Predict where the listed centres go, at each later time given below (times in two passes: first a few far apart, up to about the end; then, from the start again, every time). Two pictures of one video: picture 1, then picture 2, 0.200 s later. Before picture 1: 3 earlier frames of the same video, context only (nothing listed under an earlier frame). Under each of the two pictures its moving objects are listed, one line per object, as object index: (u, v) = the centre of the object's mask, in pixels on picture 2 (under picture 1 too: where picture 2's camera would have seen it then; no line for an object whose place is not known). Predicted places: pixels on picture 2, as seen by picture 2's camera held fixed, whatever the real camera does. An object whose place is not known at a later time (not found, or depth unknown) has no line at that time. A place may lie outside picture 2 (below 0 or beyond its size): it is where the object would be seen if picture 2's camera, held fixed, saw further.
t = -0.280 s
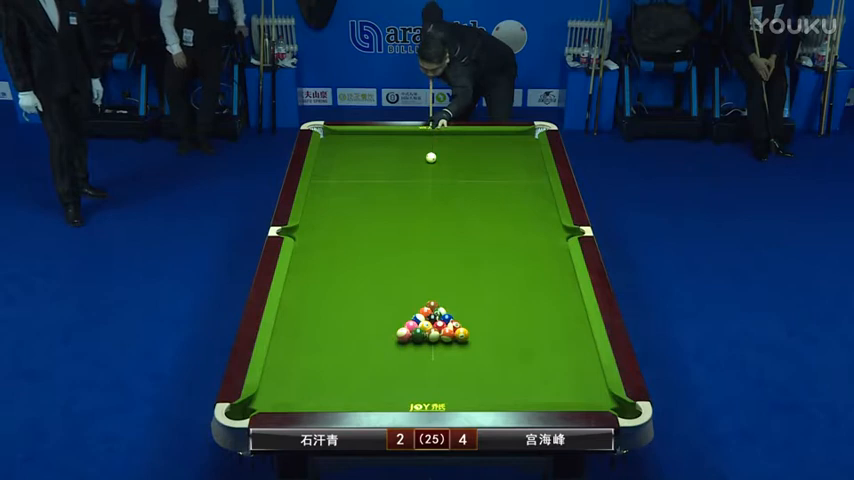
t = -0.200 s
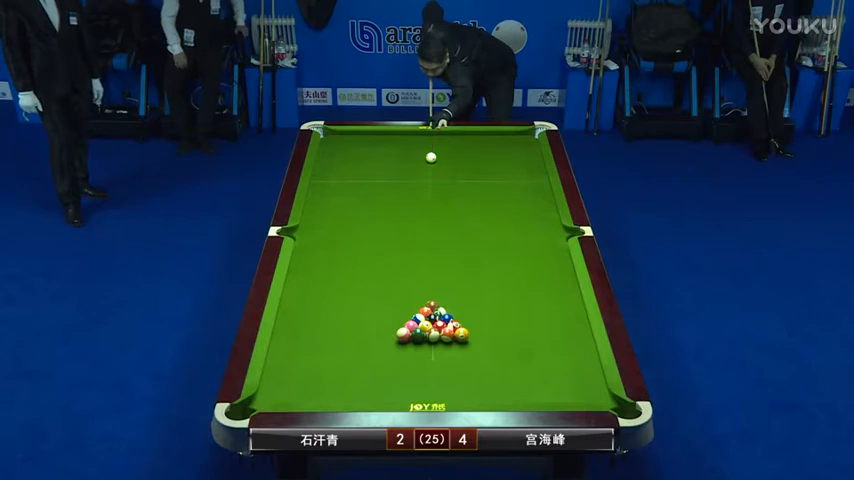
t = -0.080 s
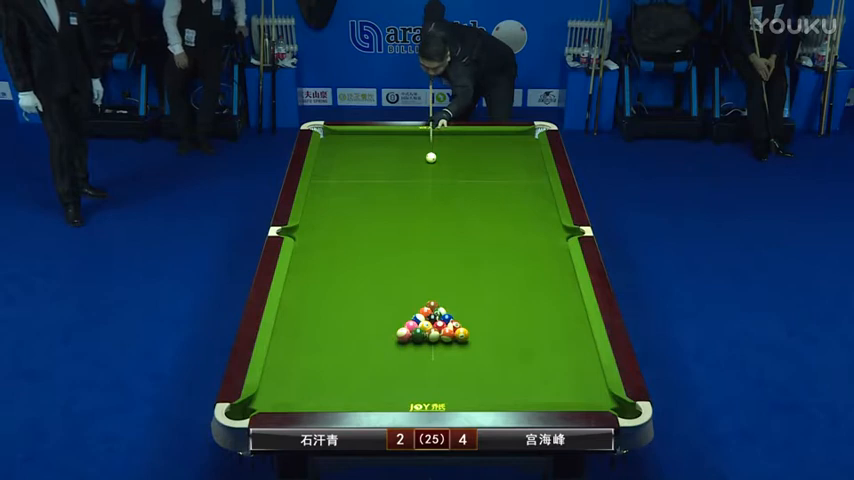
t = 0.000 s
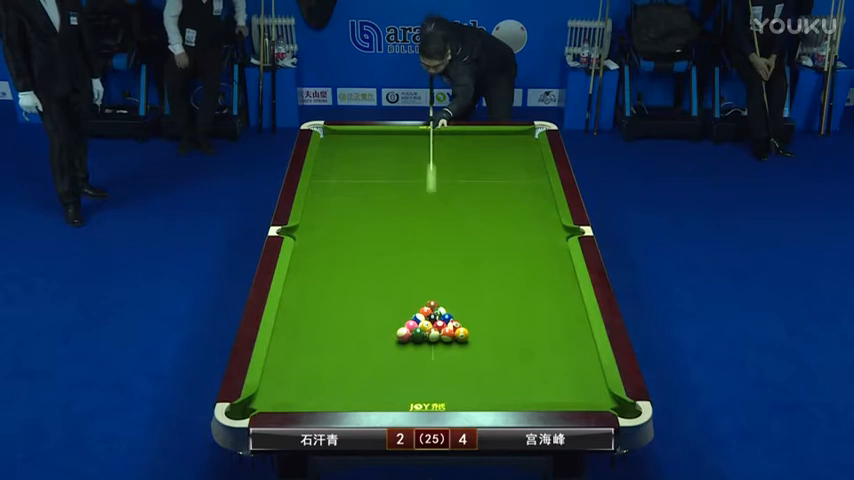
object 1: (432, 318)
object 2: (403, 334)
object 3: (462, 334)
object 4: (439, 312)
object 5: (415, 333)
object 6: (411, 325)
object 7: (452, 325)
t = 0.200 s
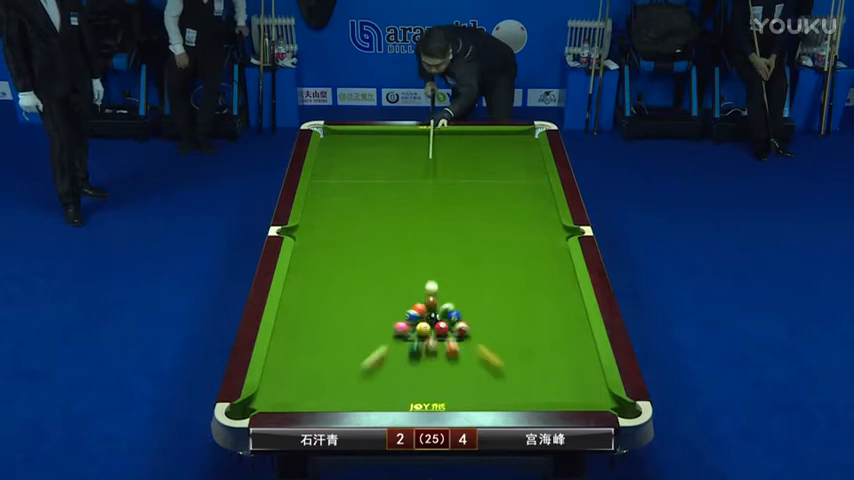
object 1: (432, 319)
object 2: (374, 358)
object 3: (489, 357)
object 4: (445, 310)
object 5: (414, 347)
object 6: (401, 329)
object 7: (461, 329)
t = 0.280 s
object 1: (433, 318)
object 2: (333, 393)
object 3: (530, 392)
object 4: (453, 304)
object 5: (411, 368)
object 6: (390, 330)
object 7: (473, 330)
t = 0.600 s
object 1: (435, 312)
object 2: (299, 312)
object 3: (573, 312)
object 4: (482, 286)
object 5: (397, 369)
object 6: (347, 334)
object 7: (513, 335)
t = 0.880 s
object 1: (437, 308)
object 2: (346, 262)
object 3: (528, 262)
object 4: (504, 271)
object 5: (381, 336)
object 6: (311, 339)
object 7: (546, 338)
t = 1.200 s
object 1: (438, 303)
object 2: (391, 215)
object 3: (488, 215)
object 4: (527, 255)
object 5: (356, 307)
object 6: (280, 343)
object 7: (581, 343)
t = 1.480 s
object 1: (439, 301)
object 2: (423, 181)
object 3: (458, 181)
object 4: (546, 243)
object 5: (336, 283)
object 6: (300, 344)
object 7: (573, 345)
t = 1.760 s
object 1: (440, 299)
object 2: (427, 153)
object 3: (455, 150)
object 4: (564, 231)
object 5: (318, 263)
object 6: (319, 345)
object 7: (556, 345)
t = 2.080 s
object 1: (441, 298)
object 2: (420, 137)
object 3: (455, 143)
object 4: (561, 237)
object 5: (319, 245)
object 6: (338, 347)
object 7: (539, 346)
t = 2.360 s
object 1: (441, 298)
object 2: (425, 151)
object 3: (448, 159)
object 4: (555, 244)
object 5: (330, 231)
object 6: (353, 349)
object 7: (526, 348)
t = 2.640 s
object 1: (441, 298)
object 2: (429, 162)
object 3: (441, 175)
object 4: (553, 250)
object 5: (338, 219)
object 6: (367, 350)
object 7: (513, 348)
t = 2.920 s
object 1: (441, 298)
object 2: (437, 171)
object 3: (434, 192)
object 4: (549, 255)
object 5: (346, 208)
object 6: (379, 351)
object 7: (504, 349)
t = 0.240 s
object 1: (433, 319)
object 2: (354, 377)
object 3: (511, 377)
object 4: (450, 307)
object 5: (413, 358)
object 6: (395, 329)
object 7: (468, 329)
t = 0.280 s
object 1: (433, 318)
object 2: (333, 393)
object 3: (530, 392)
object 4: (453, 304)
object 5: (411, 368)
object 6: (390, 330)
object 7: (473, 330)
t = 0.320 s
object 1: (434, 318)
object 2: (319, 389)
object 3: (545, 389)
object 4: (457, 302)
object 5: (409, 378)
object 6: (384, 330)
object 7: (478, 331)
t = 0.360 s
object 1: (434, 317)
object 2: (310, 375)
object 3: (552, 375)
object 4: (461, 300)
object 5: (407, 388)
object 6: (379, 331)
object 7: (483, 332)
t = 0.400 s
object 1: (434, 317)
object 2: (301, 362)
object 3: (558, 362)
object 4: (466, 298)
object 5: (406, 395)
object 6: (374, 331)
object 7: (488, 332)
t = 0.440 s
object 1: (434, 315)
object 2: (292, 350)
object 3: (566, 351)
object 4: (469, 295)
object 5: (404, 394)
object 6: (368, 332)
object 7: (494, 332)
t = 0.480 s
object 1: (434, 314)
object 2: (286, 339)
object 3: (572, 339)
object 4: (473, 293)
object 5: (401, 389)
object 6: (363, 332)
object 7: (497, 333)
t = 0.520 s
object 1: (435, 313)
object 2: (281, 329)
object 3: (577, 329)
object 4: (476, 290)
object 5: (400, 381)
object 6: (358, 333)
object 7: (502, 333)
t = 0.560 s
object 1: (435, 313)
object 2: (290, 320)
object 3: (581, 320)
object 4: (479, 289)
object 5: (399, 374)
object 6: (352, 333)
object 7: (508, 334)
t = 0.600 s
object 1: (435, 312)
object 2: (299, 312)
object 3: (573, 312)
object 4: (482, 286)
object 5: (397, 369)
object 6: (347, 334)
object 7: (513, 335)
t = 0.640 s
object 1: (435, 312)
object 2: (307, 304)
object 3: (565, 304)
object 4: (486, 284)
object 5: (396, 364)
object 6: (342, 335)
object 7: (517, 335)
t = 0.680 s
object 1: (436, 311)
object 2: (314, 296)
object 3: (557, 296)
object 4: (490, 282)
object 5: (394, 359)
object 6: (337, 335)
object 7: (522, 335)
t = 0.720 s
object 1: (436, 310)
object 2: (321, 289)
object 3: (552, 289)
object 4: (493, 280)
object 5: (392, 354)
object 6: (331, 336)
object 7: (527, 336)
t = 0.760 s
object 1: (436, 310)
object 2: (328, 282)
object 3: (545, 282)
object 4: (497, 276)
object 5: (391, 348)
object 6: (327, 337)
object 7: (532, 337)
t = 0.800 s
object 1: (436, 309)
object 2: (334, 275)
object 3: (540, 275)
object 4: (500, 275)
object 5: (388, 344)
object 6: (321, 337)
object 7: (536, 338)
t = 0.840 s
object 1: (437, 309)
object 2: (340, 269)
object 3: (534, 269)
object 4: (502, 273)
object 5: (385, 341)
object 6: (316, 338)
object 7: (541, 338)
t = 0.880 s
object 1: (437, 308)
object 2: (346, 262)
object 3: (528, 262)
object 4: (504, 271)
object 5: (381, 336)
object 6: (311, 339)
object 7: (546, 338)
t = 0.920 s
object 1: (437, 307)
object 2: (352, 256)
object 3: (523, 256)
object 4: (507, 268)
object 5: (378, 332)
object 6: (306, 339)
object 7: (551, 338)
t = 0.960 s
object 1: (437, 307)
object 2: (358, 249)
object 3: (517, 249)
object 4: (511, 266)
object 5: (375, 329)
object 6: (301, 340)
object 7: (555, 340)
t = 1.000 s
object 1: (437, 306)
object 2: (364, 243)
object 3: (512, 243)
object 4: (515, 264)
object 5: (371, 324)
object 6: (296, 340)
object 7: (559, 340)
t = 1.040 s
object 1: (438, 305)
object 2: (370, 237)
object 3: (506, 237)
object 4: (518, 262)
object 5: (368, 321)
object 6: (291, 341)
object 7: (564, 341)
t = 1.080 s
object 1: (438, 305)
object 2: (376, 231)
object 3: (502, 231)
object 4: (521, 260)
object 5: (365, 318)
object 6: (286, 341)
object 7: (569, 341)
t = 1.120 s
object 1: (438, 304)
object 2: (381, 226)
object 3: (497, 226)
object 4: (523, 258)
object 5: (362, 313)
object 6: (281, 342)
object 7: (574, 341)
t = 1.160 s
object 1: (438, 303)
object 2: (386, 220)
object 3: (492, 220)
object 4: (525, 256)
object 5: (359, 311)
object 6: (278, 342)
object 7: (577, 342)
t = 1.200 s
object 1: (438, 303)
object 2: (391, 215)
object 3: (488, 215)
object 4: (527, 255)
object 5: (356, 307)
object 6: (280, 343)
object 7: (581, 343)
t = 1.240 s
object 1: (438, 303)
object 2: (396, 210)
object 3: (483, 210)
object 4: (530, 252)
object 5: (353, 303)
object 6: (283, 343)
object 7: (586, 342)
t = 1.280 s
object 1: (438, 303)
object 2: (401, 205)
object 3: (478, 205)
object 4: (533, 251)
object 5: (350, 300)
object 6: (286, 343)
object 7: (587, 343)
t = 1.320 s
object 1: (438, 302)
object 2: (406, 200)
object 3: (474, 199)
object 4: (537, 249)
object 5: (347, 297)
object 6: (288, 343)
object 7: (583, 343)
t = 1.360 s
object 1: (439, 301)
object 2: (410, 195)
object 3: (470, 195)
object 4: (540, 248)
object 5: (344, 293)
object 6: (292, 343)
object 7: (581, 344)
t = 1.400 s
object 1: (439, 302)
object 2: (415, 190)
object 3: (466, 190)
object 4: (542, 246)
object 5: (341, 290)
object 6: (295, 343)
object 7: (578, 344)
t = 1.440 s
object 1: (439, 301)
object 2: (419, 185)
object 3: (462, 185)
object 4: (545, 244)
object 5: (339, 288)
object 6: (297, 343)
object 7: (575, 344)
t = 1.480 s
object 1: (439, 301)
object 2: (423, 181)
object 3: (458, 181)
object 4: (546, 243)
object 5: (336, 283)
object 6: (300, 344)
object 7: (573, 345)
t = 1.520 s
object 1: (439, 300)
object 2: (427, 176)
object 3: (454, 176)
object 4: (548, 241)
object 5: (333, 281)
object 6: (303, 344)
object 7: (571, 344)
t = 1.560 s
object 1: (439, 300)
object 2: (432, 172)
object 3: (450, 172)
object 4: (551, 239)
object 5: (331, 278)
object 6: (306, 345)
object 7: (568, 344)
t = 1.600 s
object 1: (440, 300)
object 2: (435, 168)
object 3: (447, 167)
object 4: (553, 238)
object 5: (329, 275)
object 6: (308, 345)
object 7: (566, 344)
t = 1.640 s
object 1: (440, 300)
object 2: (433, 164)
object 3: (449, 163)
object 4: (556, 236)
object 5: (326, 271)
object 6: (311, 345)
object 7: (564, 345)
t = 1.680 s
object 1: (440, 300)
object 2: (431, 161)
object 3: (451, 159)
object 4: (559, 235)
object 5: (323, 270)
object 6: (314, 345)
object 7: (561, 345)
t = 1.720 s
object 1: (440, 299)
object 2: (429, 157)
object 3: (453, 154)
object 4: (562, 233)
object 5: (321, 266)
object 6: (316, 345)
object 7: (558, 345)
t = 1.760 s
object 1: (440, 299)
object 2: (427, 153)
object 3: (455, 150)
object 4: (564, 231)
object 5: (318, 263)
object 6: (319, 345)
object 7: (556, 345)
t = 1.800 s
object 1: (440, 299)
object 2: (426, 150)
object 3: (456, 146)
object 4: (565, 230)
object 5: (316, 261)
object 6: (321, 346)
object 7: (554, 345)
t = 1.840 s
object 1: (440, 299)
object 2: (425, 146)
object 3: (456, 142)
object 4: (565, 231)
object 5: (314, 258)
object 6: (324, 346)
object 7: (552, 346)
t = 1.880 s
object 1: (440, 298)
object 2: (423, 143)
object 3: (457, 138)
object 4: (564, 232)
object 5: (311, 255)
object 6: (327, 346)
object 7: (550, 346)
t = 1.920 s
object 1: (440, 298)
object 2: (421, 140)
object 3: (458, 134)
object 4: (564, 233)
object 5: (312, 254)
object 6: (329, 346)
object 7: (548, 346)
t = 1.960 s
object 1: (441, 298)
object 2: (420, 137)
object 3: (458, 134)
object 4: (563, 234)
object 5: (314, 252)
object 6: (331, 346)
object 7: (546, 346)
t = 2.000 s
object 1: (441, 298)
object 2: (419, 133)
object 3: (457, 137)
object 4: (563, 235)
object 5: (316, 249)
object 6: (334, 347)
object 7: (543, 346)
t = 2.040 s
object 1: (441, 298)
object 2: (419, 134)
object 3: (456, 140)
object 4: (562, 236)
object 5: (317, 246)
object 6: (336, 347)
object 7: (541, 346)
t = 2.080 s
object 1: (441, 298)
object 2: (420, 137)
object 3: (455, 143)
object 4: (561, 237)
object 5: (319, 245)
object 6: (338, 347)
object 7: (539, 346)
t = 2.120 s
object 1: (441, 298)
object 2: (421, 139)
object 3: (454, 146)
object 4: (560, 238)
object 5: (320, 242)
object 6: (340, 348)
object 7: (537, 346)
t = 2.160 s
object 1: (441, 298)
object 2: (421, 142)
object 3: (452, 148)
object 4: (559, 239)
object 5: (322, 240)
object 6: (343, 348)
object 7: (535, 346)
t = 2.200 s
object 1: (441, 298)
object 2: (422, 144)
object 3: (452, 150)
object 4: (558, 240)
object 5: (323, 238)
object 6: (345, 348)
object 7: (533, 347)
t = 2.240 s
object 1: (441, 298)
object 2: (423, 145)
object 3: (451, 152)
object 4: (558, 241)
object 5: (325, 236)
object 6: (347, 348)
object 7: (530, 347)
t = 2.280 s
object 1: (441, 298)
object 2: (423, 147)
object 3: (450, 155)
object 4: (557, 242)
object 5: (326, 234)
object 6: (349, 348)
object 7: (529, 347)
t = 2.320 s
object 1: (441, 298)
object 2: (424, 149)
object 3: (449, 157)
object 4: (556, 243)
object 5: (328, 232)
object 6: (351, 349)
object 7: (527, 348)
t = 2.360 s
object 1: (441, 298)
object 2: (425, 151)
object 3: (448, 159)
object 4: (555, 244)
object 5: (330, 231)
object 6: (353, 349)
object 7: (526, 348)
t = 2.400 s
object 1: (441, 298)
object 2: (425, 152)
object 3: (447, 161)
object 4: (555, 245)
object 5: (331, 229)
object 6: (355, 349)
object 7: (524, 348)
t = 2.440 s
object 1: (441, 298)
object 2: (426, 154)
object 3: (446, 164)
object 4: (555, 246)
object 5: (332, 228)
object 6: (357, 349)
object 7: (522, 347)
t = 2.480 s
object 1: (441, 298)
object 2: (427, 156)
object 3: (445, 166)
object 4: (554, 246)
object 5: (333, 226)
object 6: (360, 349)
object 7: (520, 348)
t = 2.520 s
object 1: (441, 298)
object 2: (427, 158)
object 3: (444, 168)
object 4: (554, 247)
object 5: (334, 224)
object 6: (361, 349)
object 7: (519, 348)
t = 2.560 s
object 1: (441, 298)
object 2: (427, 159)
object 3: (443, 171)
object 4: (553, 248)
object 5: (335, 222)
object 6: (363, 349)
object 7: (517, 348)
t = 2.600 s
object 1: (441, 298)
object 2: (428, 161)
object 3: (442, 173)
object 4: (553, 249)
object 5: (337, 220)
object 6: (365, 350)
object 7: (515, 348)
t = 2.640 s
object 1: (441, 298)
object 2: (429, 162)
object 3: (441, 175)
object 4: (553, 250)
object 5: (338, 219)
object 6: (367, 350)
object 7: (513, 348)
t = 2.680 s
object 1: (441, 298)
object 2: (429, 164)
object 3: (440, 177)
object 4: (553, 251)
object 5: (339, 217)
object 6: (369, 350)
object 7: (512, 349)
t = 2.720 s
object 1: (441, 298)
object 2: (430, 166)
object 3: (439, 180)
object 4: (552, 251)
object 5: (341, 215)
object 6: (371, 350)
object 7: (511, 349)
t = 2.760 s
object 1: (441, 298)
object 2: (431, 168)
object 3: (438, 182)
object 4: (552, 252)
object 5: (342, 213)
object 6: (372, 350)
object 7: (509, 349)
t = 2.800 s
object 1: (441, 298)
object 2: (432, 169)
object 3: (437, 184)
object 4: (552, 254)
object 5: (343, 212)
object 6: (374, 350)
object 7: (507, 349)
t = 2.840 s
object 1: (441, 298)
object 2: (434, 170)
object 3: (436, 187)
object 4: (551, 254)
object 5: (344, 211)
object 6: (376, 350)
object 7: (506, 349)
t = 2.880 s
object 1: (441, 298)
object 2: (435, 171)
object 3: (435, 189)
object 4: (550, 254)
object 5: (345, 209)
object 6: (377, 351)
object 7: (505, 349)
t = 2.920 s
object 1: (441, 298)
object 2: (437, 171)
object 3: (434, 192)
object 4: (549, 255)
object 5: (346, 208)
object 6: (379, 351)
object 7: (504, 349)
